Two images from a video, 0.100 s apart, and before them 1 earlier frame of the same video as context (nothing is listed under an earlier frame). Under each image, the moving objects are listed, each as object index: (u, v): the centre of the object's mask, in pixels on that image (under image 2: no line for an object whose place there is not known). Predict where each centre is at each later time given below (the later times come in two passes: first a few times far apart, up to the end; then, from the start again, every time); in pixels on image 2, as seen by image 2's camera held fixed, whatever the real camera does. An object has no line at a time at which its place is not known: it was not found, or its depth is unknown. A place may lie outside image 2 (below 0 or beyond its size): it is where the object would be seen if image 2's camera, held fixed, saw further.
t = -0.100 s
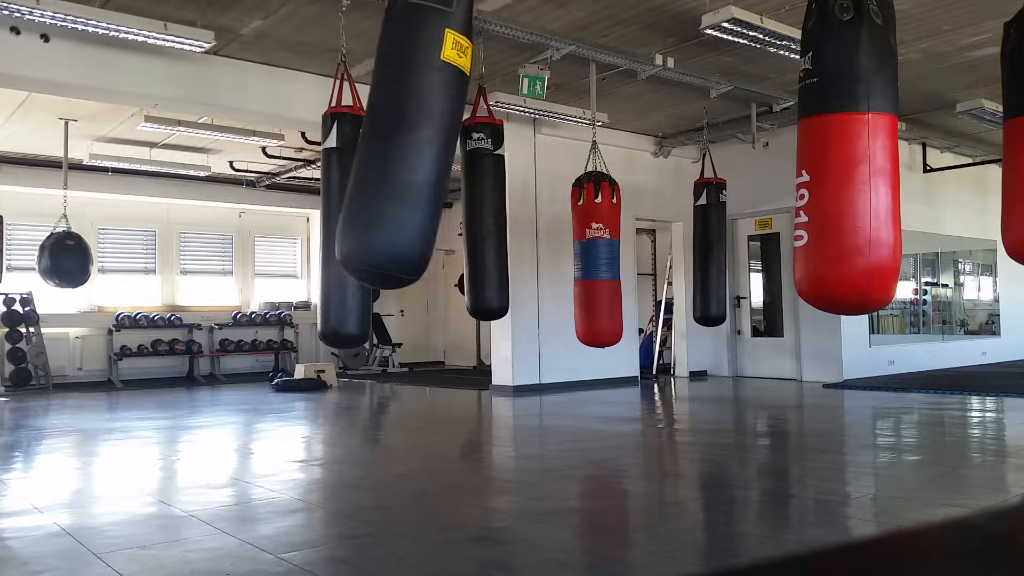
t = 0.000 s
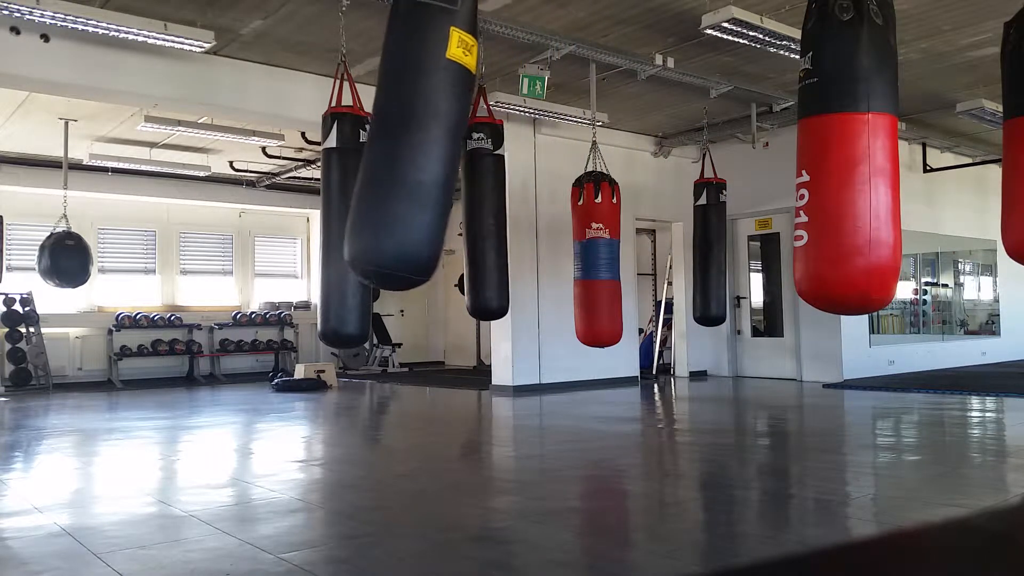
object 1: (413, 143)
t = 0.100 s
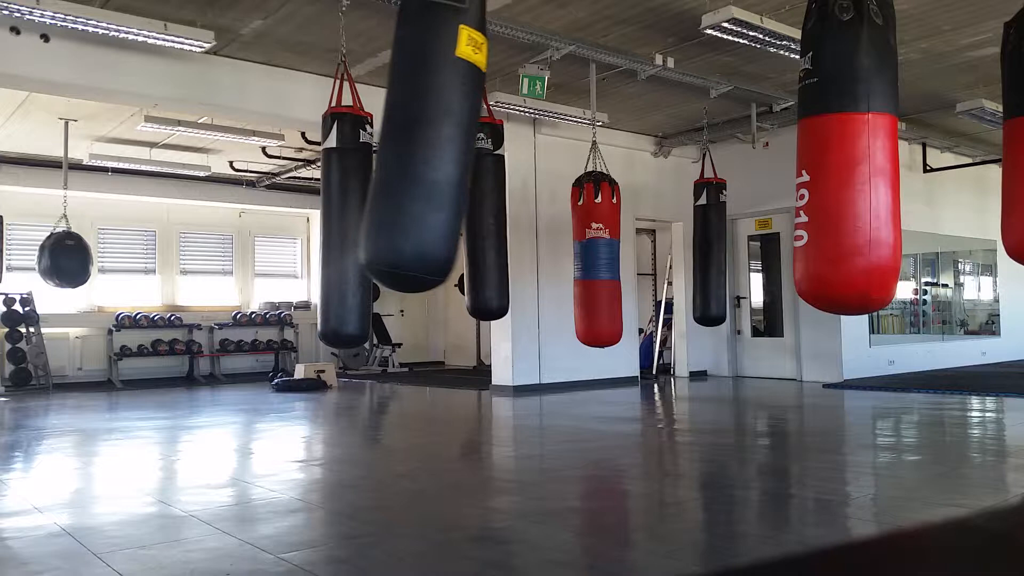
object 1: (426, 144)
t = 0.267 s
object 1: (456, 144)
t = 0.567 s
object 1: (526, 144)
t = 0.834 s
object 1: (580, 140)
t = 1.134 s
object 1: (599, 139)
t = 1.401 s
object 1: (574, 143)
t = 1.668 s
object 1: (522, 145)
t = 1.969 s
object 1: (455, 144)
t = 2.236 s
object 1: (414, 143)
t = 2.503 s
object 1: (407, 142)
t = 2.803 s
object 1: (444, 145)
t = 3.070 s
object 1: (503, 145)
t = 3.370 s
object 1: (569, 141)
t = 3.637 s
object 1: (598, 139)
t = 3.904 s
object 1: (586, 141)
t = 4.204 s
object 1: (534, 145)
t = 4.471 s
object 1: (475, 146)
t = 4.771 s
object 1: (422, 144)
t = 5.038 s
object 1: (407, 143)
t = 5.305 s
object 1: (428, 144)
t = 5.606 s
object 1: (488, 145)
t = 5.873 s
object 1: (550, 142)
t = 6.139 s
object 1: (591, 140)
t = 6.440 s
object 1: (591, 140)
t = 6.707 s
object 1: (553, 144)
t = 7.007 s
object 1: (489, 146)
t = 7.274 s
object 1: (437, 145)
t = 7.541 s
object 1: (409, 143)
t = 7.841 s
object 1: (420, 144)
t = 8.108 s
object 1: (467, 145)
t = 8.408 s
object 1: (536, 144)
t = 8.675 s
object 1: (584, 140)
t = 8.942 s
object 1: (596, 140)
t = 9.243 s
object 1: (563, 143)
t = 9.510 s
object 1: (509, 145)
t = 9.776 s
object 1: (453, 145)
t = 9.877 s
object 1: (436, 144)
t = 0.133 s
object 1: (431, 144)
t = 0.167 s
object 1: (437, 144)
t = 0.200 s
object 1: (443, 144)
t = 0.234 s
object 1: (449, 143)
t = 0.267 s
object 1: (456, 144)
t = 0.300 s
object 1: (463, 145)
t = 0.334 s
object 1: (471, 145)
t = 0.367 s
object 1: (478, 145)
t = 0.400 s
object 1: (486, 144)
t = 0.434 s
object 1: (494, 145)
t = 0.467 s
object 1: (502, 144)
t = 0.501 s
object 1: (510, 145)
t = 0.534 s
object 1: (517, 146)
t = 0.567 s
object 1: (526, 144)
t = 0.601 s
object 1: (533, 144)
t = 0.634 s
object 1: (541, 143)
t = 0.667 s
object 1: (549, 142)
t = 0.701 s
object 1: (556, 141)
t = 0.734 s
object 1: (563, 142)
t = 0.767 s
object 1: (569, 141)
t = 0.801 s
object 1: (575, 141)
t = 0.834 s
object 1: (580, 140)
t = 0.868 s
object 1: (584, 140)
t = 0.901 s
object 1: (589, 140)
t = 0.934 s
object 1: (592, 139)
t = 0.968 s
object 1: (595, 139)
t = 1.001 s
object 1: (597, 139)
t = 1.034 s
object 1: (599, 138)
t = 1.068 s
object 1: (599, 139)
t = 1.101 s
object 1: (599, 139)
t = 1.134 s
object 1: (599, 139)
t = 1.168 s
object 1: (598, 139)
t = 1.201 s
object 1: (596, 139)
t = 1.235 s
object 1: (594, 140)
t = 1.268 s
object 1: (591, 141)
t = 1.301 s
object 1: (587, 141)
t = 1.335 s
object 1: (583, 141)
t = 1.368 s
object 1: (579, 142)
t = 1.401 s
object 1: (574, 143)
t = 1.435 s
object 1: (568, 143)
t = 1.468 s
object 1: (562, 144)
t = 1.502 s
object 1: (556, 144)
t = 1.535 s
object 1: (549, 145)
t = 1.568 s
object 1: (541, 145)
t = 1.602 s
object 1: (536, 143)
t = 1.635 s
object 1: (527, 145)
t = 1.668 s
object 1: (522, 145)
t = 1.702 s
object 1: (514, 144)
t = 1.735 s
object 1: (506, 146)
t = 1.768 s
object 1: (498, 146)
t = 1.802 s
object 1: (490, 146)
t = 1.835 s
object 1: (483, 146)
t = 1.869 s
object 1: (476, 146)
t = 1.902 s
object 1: (468, 146)
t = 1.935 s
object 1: (462, 146)
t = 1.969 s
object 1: (455, 144)
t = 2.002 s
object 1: (448, 144)
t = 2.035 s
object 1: (443, 144)
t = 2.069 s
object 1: (437, 144)
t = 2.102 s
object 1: (431, 144)
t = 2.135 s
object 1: (426, 144)
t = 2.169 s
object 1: (422, 144)
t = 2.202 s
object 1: (418, 143)
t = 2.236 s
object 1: (414, 143)
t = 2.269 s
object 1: (411, 143)
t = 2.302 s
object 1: (409, 142)
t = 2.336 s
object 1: (408, 142)
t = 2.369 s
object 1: (406, 142)
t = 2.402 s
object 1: (406, 142)
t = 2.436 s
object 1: (406, 142)
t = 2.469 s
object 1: (406, 142)
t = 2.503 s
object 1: (407, 142)
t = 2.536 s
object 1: (409, 142)
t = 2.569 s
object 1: (411, 143)
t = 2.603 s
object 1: (414, 143)
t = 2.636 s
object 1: (417, 144)
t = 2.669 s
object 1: (421, 144)
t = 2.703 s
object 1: (426, 144)
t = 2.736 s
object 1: (431, 144)
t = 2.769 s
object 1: (437, 144)
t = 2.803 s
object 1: (444, 145)
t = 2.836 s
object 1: (450, 144)
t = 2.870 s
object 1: (457, 145)
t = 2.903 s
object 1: (463, 145)
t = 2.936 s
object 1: (471, 145)
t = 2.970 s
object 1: (479, 145)
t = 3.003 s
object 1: (487, 145)
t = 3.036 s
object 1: (494, 145)
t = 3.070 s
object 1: (503, 145)
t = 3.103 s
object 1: (510, 145)
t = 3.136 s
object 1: (518, 145)
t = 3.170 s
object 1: (526, 145)
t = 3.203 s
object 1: (534, 144)
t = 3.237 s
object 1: (541, 143)
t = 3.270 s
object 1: (549, 143)
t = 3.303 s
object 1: (556, 142)
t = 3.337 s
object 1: (563, 142)
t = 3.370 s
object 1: (569, 141)
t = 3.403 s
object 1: (575, 141)
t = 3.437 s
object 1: (580, 140)
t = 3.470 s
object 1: (584, 140)
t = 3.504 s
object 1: (588, 140)
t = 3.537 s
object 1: (592, 139)
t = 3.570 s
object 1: (594, 139)
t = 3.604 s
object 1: (596, 139)
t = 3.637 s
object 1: (598, 139)
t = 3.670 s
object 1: (599, 139)
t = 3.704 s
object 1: (599, 139)
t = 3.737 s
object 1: (598, 139)
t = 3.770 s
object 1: (597, 139)
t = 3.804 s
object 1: (596, 139)
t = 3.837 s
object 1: (593, 140)
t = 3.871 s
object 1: (590, 140)
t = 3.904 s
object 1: (586, 141)
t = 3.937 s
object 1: (582, 141)
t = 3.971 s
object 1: (578, 142)
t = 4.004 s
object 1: (573, 142)
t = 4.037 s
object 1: (567, 143)
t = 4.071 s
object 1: (561, 143)
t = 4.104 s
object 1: (555, 144)
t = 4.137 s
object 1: (548, 144)
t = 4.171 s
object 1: (541, 145)
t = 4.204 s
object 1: (534, 145)
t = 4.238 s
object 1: (527, 145)
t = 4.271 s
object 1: (519, 147)
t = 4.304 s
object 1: (512, 147)
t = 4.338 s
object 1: (505, 145)
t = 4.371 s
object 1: (498, 145)
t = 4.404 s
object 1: (490, 146)
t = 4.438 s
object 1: (483, 146)
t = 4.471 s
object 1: (475, 146)
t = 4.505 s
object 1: (469, 146)
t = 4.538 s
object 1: (462, 146)
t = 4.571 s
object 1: (455, 144)
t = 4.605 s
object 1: (449, 145)
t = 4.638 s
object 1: (443, 145)
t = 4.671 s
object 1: (437, 144)
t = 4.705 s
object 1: (432, 144)
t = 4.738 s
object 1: (427, 144)
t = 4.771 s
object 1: (422, 144)
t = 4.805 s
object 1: (418, 143)
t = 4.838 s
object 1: (415, 143)
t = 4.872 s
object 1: (412, 143)
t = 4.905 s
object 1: (410, 143)
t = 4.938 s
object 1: (408, 143)
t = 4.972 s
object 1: (407, 143)
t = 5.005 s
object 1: (406, 143)
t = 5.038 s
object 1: (407, 143)
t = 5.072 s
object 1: (407, 143)
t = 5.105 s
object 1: (408, 143)
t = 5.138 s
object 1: (410, 143)
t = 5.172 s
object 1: (412, 143)
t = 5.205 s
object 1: (415, 144)
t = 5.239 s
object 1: (418, 144)
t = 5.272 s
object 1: (423, 144)
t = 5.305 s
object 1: (428, 144)
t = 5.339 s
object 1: (433, 144)
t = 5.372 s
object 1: (438, 144)
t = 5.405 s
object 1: (445, 145)
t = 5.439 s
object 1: (451, 144)
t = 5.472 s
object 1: (459, 146)
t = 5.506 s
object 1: (465, 145)
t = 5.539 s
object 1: (473, 145)
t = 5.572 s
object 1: (480, 145)
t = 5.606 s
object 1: (488, 145)
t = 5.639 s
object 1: (496, 145)
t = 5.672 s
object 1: (504, 144)
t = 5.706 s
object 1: (511, 146)
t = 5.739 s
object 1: (519, 146)
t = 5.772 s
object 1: (527, 145)
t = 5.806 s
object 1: (535, 144)
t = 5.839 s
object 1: (542, 143)
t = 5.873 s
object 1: (550, 142)
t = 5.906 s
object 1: (556, 142)
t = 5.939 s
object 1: (563, 142)
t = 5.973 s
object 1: (569, 141)
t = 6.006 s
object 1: (575, 141)
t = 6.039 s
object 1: (579, 141)
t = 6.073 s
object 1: (584, 141)
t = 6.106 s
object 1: (588, 140)
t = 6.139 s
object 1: (591, 140)
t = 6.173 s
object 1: (594, 139)
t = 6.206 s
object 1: (595, 139)
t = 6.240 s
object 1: (597, 139)
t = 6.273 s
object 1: (597, 139)
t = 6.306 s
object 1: (597, 139)
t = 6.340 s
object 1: (597, 139)
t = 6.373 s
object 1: (596, 139)
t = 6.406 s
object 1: (594, 140)
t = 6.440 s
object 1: (591, 140)
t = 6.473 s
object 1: (588, 141)
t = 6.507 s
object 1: (585, 141)
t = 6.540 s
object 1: (580, 141)
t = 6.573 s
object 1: (576, 142)
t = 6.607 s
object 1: (571, 142)
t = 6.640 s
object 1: (565, 143)
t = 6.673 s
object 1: (560, 143)
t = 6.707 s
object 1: (553, 144)
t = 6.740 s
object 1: (547, 145)
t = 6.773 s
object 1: (539, 145)
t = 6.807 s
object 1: (533, 143)
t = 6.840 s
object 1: (526, 145)
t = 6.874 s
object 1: (518, 146)
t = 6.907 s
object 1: (511, 146)
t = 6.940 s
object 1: (504, 145)
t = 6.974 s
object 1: (497, 145)
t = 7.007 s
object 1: (489, 146)
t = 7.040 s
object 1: (482, 146)
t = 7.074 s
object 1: (475, 146)
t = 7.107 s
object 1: (468, 146)
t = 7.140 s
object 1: (461, 146)
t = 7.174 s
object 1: (454, 145)
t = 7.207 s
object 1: (449, 145)
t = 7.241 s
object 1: (443, 145)
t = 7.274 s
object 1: (437, 145)
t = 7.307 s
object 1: (432, 145)
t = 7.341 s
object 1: (427, 145)
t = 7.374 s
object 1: (422, 144)
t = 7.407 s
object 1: (419, 144)
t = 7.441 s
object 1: (415, 144)
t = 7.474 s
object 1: (413, 143)
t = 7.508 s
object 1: (410, 143)
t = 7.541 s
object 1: (409, 143)
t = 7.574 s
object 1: (408, 143)
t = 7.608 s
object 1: (407, 142)
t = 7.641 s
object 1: (407, 142)
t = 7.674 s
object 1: (408, 142)
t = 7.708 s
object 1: (409, 143)
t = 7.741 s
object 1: (411, 143)
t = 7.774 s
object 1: (413, 143)
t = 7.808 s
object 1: (416, 144)
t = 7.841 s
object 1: (420, 144)
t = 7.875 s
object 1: (424, 144)
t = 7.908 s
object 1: (429, 144)
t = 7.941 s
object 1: (435, 145)
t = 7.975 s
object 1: (441, 145)
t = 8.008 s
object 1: (446, 144)
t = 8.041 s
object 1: (453, 145)
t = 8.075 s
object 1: (460, 145)
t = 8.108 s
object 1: (467, 145)
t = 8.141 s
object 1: (474, 145)
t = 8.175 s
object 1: (482, 146)
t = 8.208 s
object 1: (490, 145)
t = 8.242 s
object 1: (498, 145)
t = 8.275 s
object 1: (506, 145)
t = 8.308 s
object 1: (512, 146)
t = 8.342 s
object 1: (521, 144)
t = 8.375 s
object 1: (529, 144)
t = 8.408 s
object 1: (536, 144)
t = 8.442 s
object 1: (543, 143)
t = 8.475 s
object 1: (551, 143)
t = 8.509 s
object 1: (557, 142)
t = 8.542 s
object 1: (564, 142)
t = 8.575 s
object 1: (570, 141)
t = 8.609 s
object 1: (575, 141)
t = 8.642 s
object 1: (580, 141)
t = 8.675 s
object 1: (584, 140)
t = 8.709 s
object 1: (587, 140)
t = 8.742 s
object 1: (591, 140)
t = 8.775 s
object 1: (593, 139)
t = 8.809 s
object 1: (595, 139)
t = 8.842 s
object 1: (596, 139)
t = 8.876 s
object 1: (597, 139)
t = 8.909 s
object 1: (597, 139)
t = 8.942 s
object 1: (596, 140)
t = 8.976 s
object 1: (594, 140)
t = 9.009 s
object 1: (592, 140)
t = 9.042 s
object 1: (590, 140)
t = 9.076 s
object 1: (587, 141)
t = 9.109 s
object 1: (583, 141)
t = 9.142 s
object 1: (579, 141)
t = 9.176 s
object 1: (574, 142)
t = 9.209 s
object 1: (569, 142)
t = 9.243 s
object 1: (563, 143)
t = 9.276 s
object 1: (557, 143)
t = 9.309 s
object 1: (551, 144)
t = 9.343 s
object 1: (544, 144)
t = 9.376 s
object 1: (538, 143)
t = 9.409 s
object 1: (531, 143)
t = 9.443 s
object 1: (523, 145)
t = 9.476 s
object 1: (517, 144)
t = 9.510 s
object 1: (509, 145)
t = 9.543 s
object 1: (502, 146)
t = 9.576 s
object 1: (495, 146)
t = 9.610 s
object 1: (488, 145)
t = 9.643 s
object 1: (480, 146)
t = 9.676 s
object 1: (473, 145)
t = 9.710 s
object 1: (467, 147)
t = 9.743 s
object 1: (460, 146)
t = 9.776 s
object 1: (453, 145)
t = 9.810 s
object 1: (447, 145)
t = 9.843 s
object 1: (442, 145)
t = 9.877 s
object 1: (436, 144)
